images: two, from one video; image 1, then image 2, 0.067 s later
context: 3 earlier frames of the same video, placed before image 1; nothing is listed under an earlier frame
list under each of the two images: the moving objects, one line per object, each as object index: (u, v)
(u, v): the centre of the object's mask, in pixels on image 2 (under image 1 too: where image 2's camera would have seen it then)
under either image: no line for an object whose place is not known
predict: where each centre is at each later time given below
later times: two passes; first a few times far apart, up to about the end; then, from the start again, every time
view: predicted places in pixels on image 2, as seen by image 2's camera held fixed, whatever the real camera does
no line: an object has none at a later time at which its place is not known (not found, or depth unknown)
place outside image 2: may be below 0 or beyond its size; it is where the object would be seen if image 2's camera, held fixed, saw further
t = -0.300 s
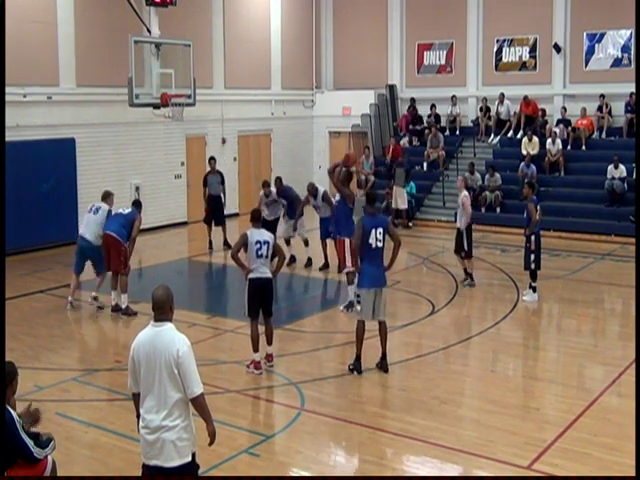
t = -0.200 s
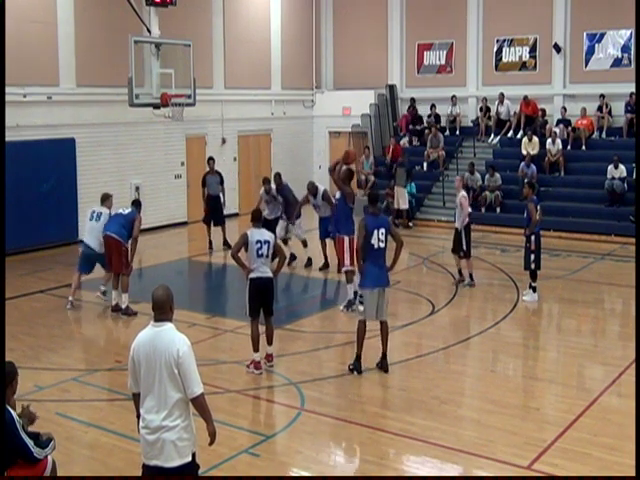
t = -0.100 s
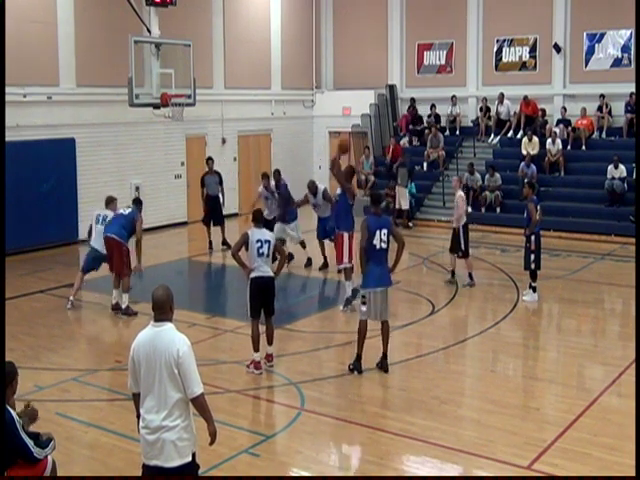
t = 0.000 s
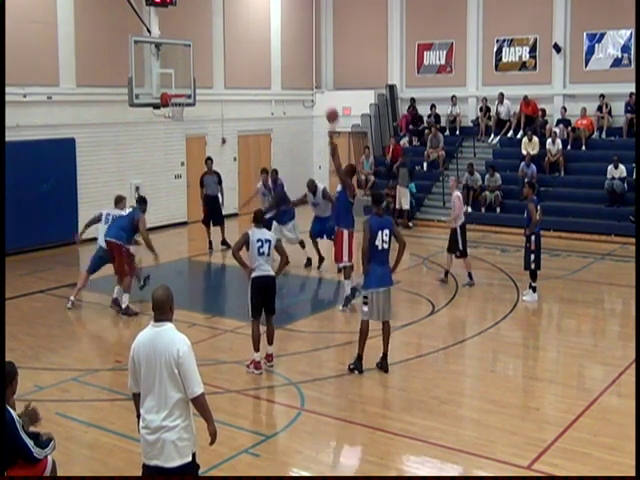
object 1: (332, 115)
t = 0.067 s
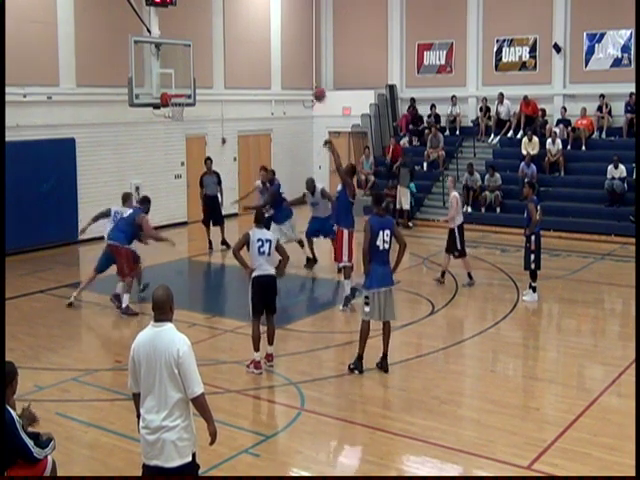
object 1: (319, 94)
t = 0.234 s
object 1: (288, 55)
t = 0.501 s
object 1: (242, 33)
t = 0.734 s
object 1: (206, 52)
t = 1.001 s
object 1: (170, 108)
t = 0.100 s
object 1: (313, 85)
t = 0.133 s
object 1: (306, 77)
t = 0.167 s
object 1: (300, 68)
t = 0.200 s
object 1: (294, 61)
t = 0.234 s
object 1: (288, 55)
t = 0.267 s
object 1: (282, 50)
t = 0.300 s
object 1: (276, 45)
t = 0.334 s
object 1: (270, 41)
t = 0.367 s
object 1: (265, 38)
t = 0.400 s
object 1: (259, 36)
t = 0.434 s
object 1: (253, 34)
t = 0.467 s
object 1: (248, 33)
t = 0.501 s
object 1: (242, 33)
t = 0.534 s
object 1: (237, 34)
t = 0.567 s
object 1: (231, 35)
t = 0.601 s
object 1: (226, 38)
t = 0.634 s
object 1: (221, 39)
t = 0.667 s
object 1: (216, 43)
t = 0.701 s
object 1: (211, 47)
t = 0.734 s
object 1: (206, 52)
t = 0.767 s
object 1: (201, 57)
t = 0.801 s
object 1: (196, 63)
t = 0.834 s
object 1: (191, 70)
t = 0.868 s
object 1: (187, 77)
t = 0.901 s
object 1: (182, 84)
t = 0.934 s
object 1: (178, 92)
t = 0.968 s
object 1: (174, 100)
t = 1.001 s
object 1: (170, 108)
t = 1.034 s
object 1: (168, 110)
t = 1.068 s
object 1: (168, 110)
